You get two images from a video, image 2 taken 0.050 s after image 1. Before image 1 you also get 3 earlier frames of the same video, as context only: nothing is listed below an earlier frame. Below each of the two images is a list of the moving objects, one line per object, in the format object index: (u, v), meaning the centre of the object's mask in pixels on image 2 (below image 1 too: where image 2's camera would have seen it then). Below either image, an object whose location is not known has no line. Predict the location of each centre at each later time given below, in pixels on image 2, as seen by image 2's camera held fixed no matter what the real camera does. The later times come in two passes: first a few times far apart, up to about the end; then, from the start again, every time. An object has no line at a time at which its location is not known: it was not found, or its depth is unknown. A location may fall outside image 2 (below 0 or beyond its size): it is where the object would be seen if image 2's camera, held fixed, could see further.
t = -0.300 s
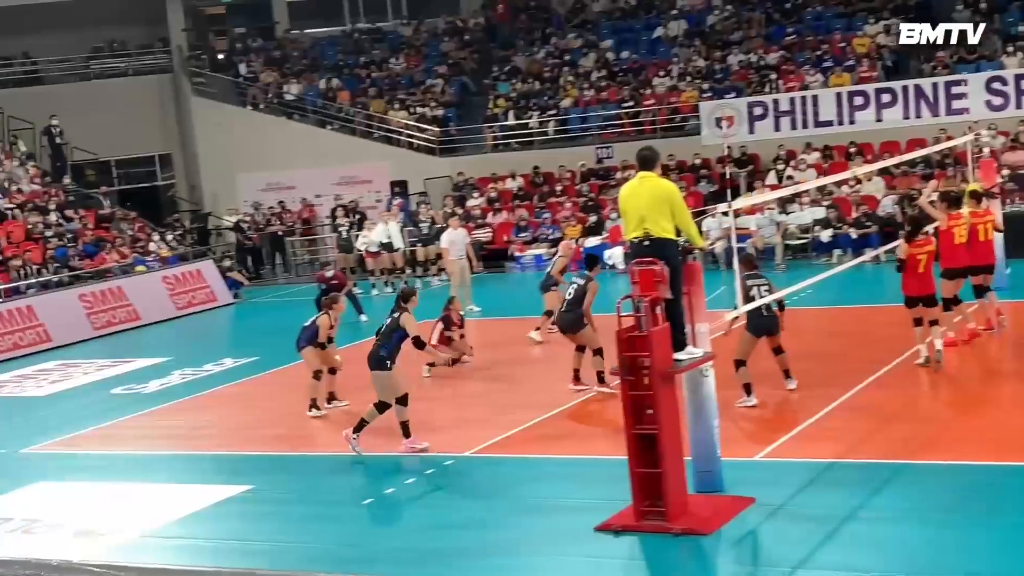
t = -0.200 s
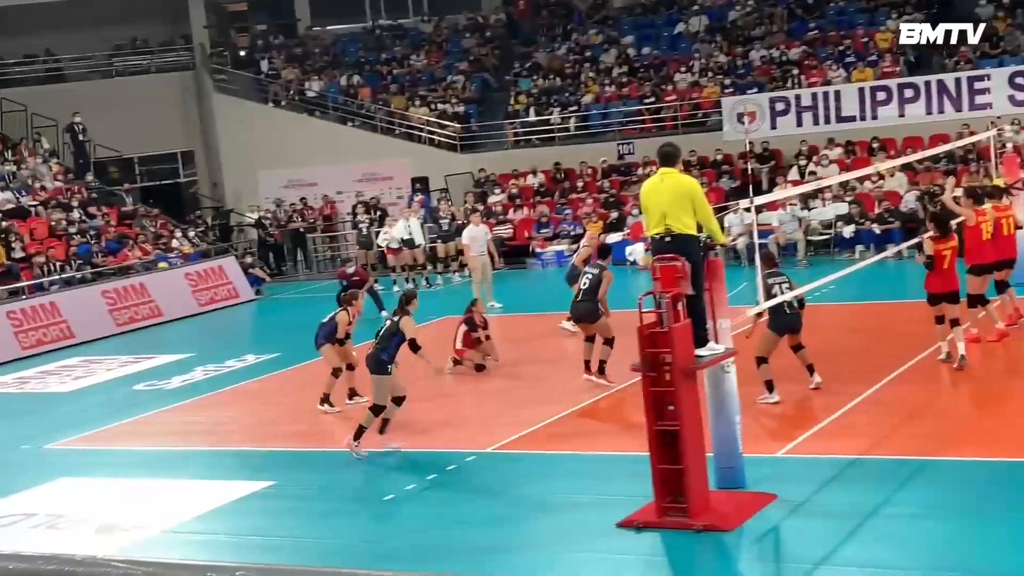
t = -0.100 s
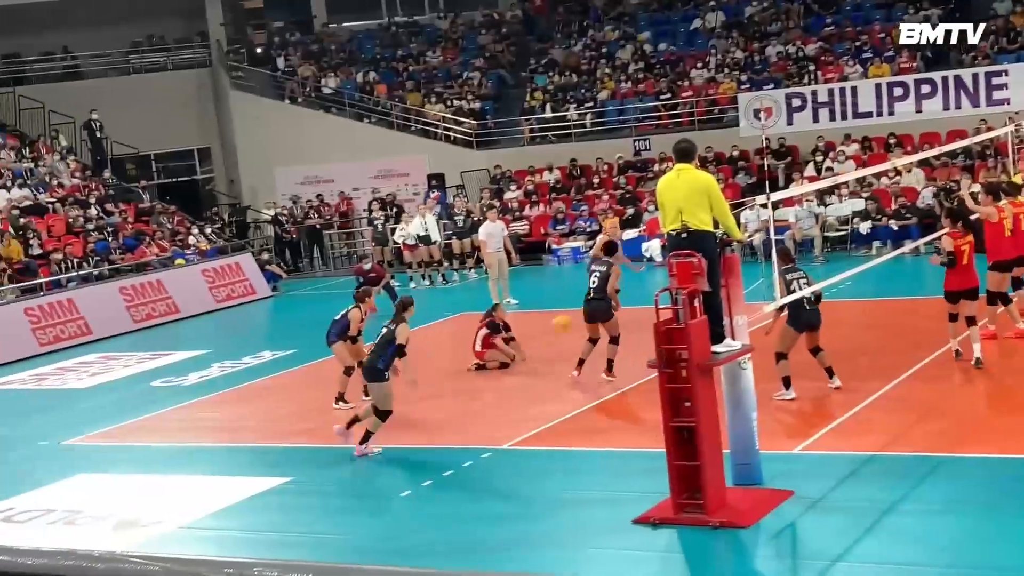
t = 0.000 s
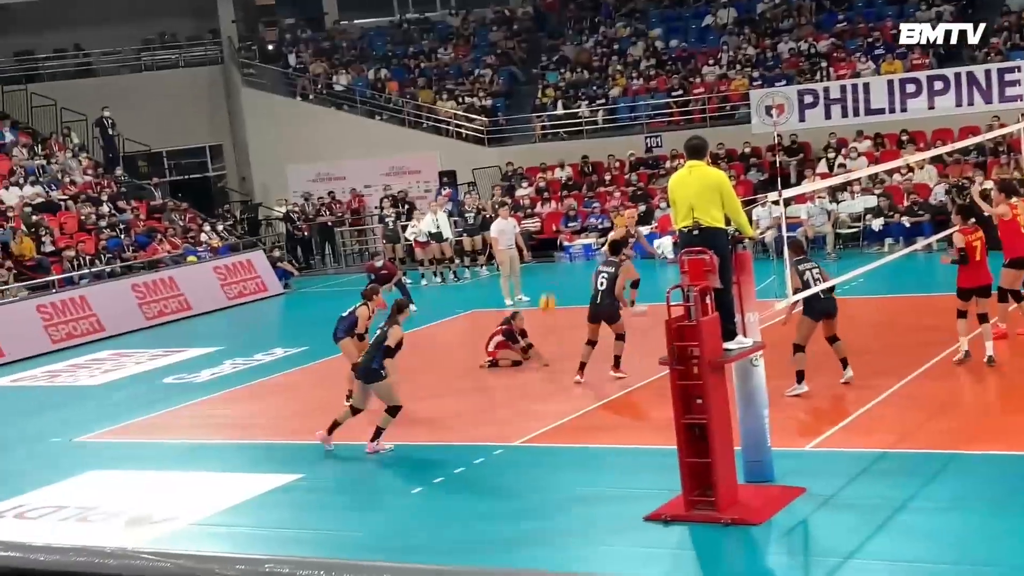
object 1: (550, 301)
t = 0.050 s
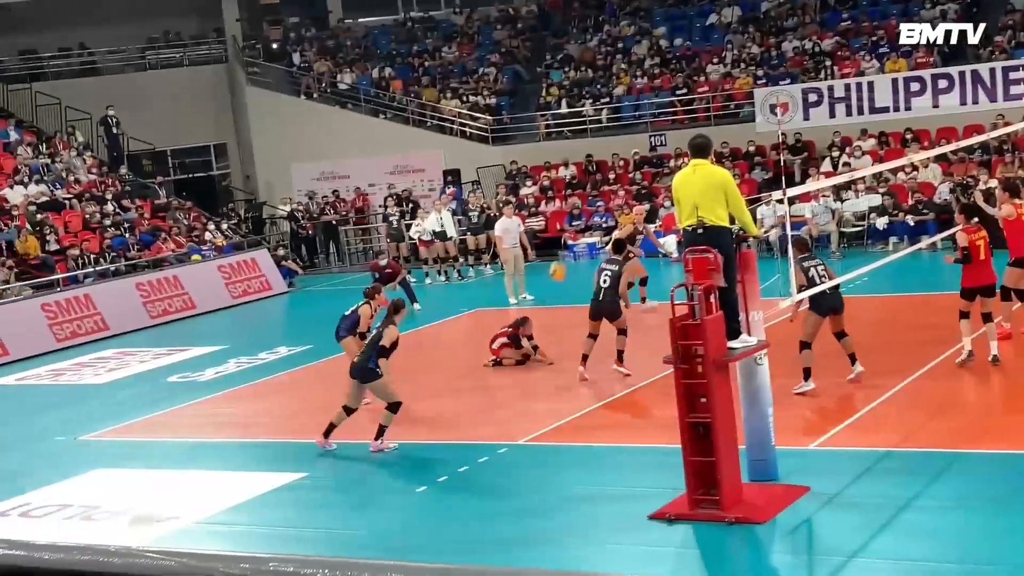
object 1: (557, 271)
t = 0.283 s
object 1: (590, 152)
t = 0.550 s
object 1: (622, 64)
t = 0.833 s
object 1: (660, 35)
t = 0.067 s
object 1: (561, 261)
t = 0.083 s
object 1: (562, 252)
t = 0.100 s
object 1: (564, 242)
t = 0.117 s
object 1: (567, 232)
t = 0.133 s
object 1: (569, 224)
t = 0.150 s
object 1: (571, 215)
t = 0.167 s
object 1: (574, 205)
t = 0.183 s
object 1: (576, 198)
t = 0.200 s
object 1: (578, 189)
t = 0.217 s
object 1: (581, 182)
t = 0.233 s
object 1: (584, 174)
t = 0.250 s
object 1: (586, 166)
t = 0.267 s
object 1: (588, 159)
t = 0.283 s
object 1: (590, 152)
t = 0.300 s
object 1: (593, 145)
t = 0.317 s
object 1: (594, 137)
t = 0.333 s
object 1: (597, 131)
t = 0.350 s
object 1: (599, 125)
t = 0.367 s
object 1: (601, 118)
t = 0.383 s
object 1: (602, 113)
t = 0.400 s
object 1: (604, 106)
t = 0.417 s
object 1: (607, 101)
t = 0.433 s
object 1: (609, 95)
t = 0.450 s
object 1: (611, 90)
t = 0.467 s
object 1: (614, 86)
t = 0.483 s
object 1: (615, 81)
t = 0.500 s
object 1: (617, 76)
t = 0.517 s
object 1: (619, 72)
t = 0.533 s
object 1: (621, 69)
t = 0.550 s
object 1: (622, 64)
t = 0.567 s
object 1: (625, 61)
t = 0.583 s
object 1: (627, 58)
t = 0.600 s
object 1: (629, 55)
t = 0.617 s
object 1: (630, 51)
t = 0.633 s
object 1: (633, 49)
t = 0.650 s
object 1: (635, 46)
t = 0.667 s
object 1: (637, 44)
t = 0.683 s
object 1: (638, 42)
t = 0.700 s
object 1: (641, 40)
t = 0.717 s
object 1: (643, 38)
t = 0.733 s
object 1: (646, 37)
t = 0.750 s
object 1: (648, 35)
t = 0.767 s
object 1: (650, 35)
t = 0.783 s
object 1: (653, 35)
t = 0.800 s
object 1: (655, 34)
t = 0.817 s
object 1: (658, 34)
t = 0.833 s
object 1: (660, 35)
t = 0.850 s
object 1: (663, 34)
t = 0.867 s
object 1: (666, 35)
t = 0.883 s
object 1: (668, 36)
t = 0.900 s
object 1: (672, 36)
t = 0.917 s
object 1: (674, 38)
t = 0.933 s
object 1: (676, 39)
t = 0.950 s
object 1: (679, 41)
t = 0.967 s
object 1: (682, 42)
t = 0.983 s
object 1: (684, 45)
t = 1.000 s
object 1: (688, 47)
